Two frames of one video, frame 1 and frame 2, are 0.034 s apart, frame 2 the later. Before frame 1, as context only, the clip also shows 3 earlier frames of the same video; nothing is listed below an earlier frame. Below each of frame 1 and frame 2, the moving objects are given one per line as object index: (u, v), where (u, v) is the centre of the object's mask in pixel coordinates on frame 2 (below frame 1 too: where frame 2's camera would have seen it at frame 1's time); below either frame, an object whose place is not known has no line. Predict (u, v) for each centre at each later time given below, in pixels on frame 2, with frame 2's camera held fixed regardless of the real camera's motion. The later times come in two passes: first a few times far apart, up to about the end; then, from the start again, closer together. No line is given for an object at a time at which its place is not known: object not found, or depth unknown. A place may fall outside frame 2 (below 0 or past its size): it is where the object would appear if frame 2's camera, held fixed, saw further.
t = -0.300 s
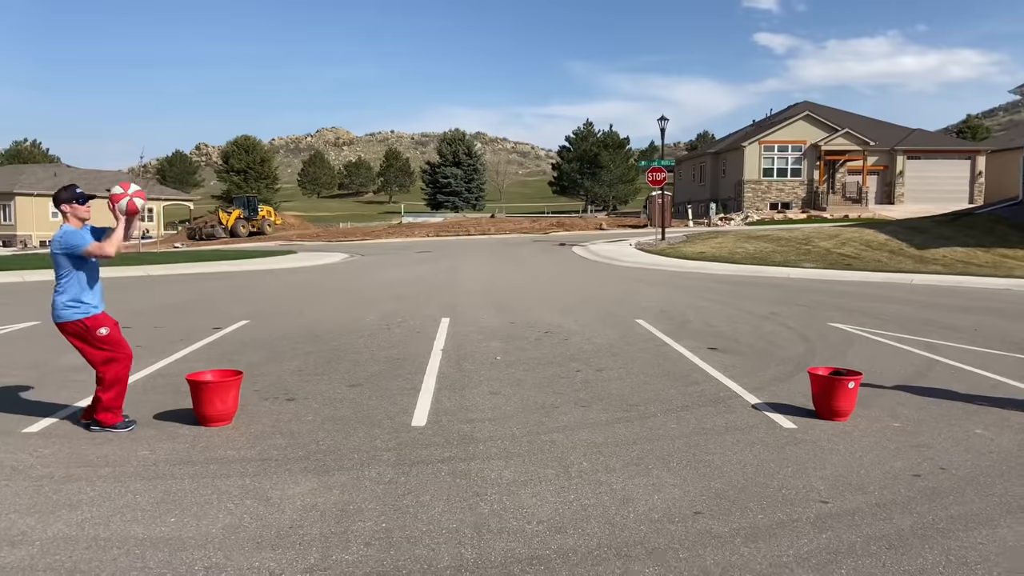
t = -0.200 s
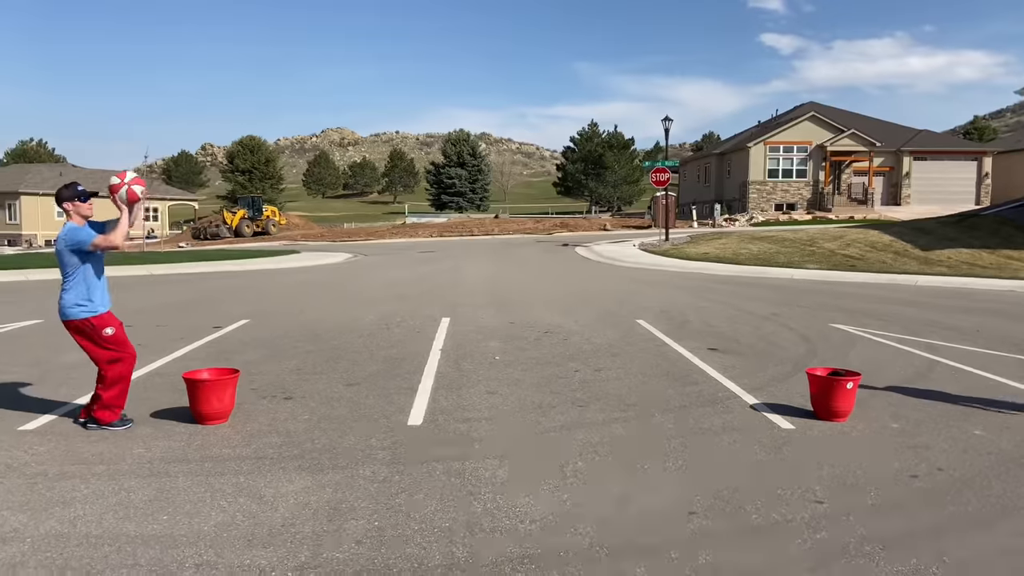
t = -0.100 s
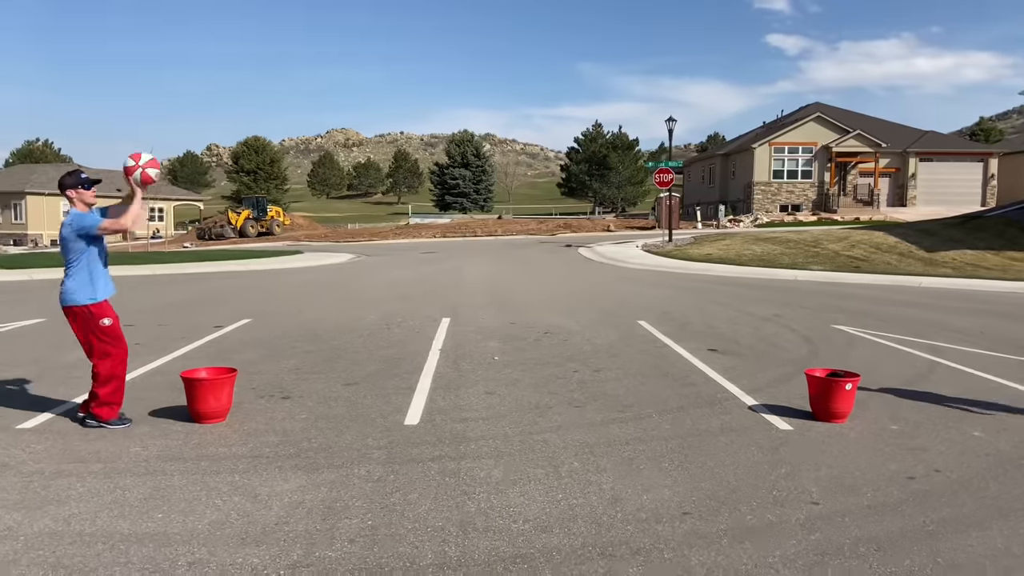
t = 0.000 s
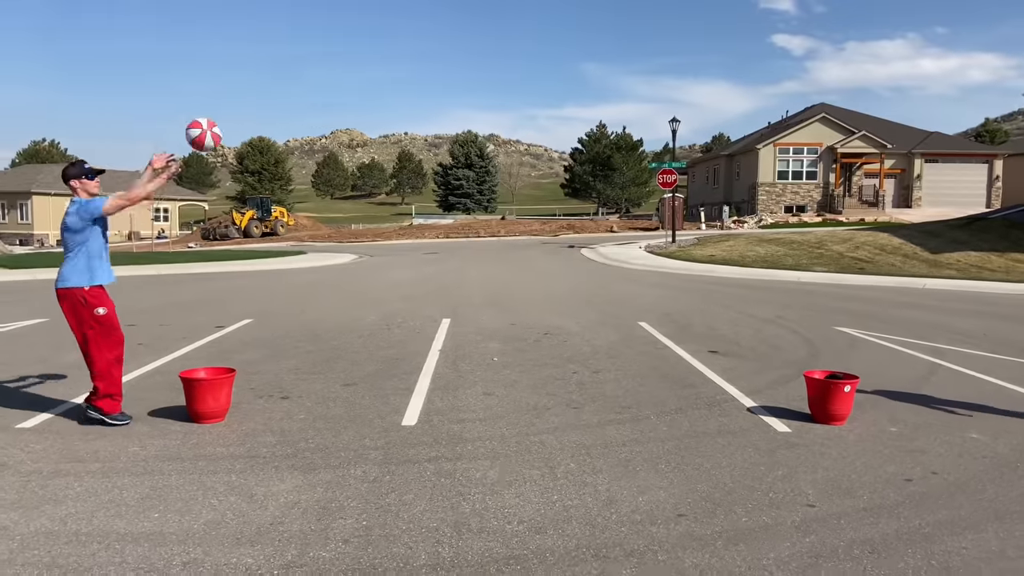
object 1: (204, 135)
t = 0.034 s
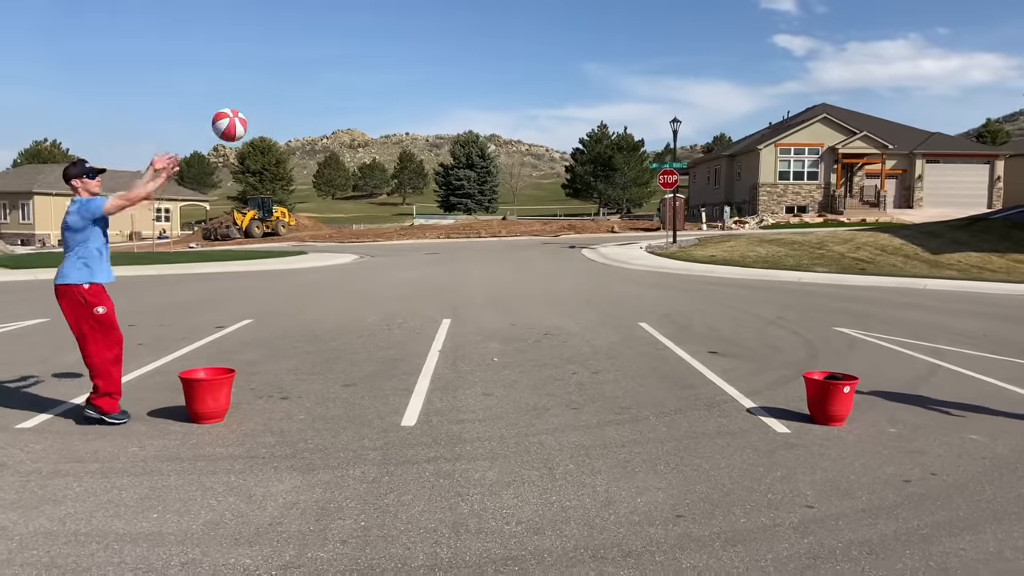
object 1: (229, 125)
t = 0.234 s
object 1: (380, 97)
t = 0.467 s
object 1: (545, 130)
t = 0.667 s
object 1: (680, 212)
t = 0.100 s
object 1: (280, 109)
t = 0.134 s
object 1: (305, 104)
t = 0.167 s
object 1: (330, 100)
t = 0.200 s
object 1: (355, 98)
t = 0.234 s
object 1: (380, 97)
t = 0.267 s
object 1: (405, 97)
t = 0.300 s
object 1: (429, 99)
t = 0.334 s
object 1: (453, 103)
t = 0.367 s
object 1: (477, 107)
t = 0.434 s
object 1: (523, 121)
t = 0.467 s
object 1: (545, 130)
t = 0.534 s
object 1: (591, 151)
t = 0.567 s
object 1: (613, 164)
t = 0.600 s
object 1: (635, 179)
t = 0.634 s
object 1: (657, 194)
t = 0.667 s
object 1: (680, 212)
